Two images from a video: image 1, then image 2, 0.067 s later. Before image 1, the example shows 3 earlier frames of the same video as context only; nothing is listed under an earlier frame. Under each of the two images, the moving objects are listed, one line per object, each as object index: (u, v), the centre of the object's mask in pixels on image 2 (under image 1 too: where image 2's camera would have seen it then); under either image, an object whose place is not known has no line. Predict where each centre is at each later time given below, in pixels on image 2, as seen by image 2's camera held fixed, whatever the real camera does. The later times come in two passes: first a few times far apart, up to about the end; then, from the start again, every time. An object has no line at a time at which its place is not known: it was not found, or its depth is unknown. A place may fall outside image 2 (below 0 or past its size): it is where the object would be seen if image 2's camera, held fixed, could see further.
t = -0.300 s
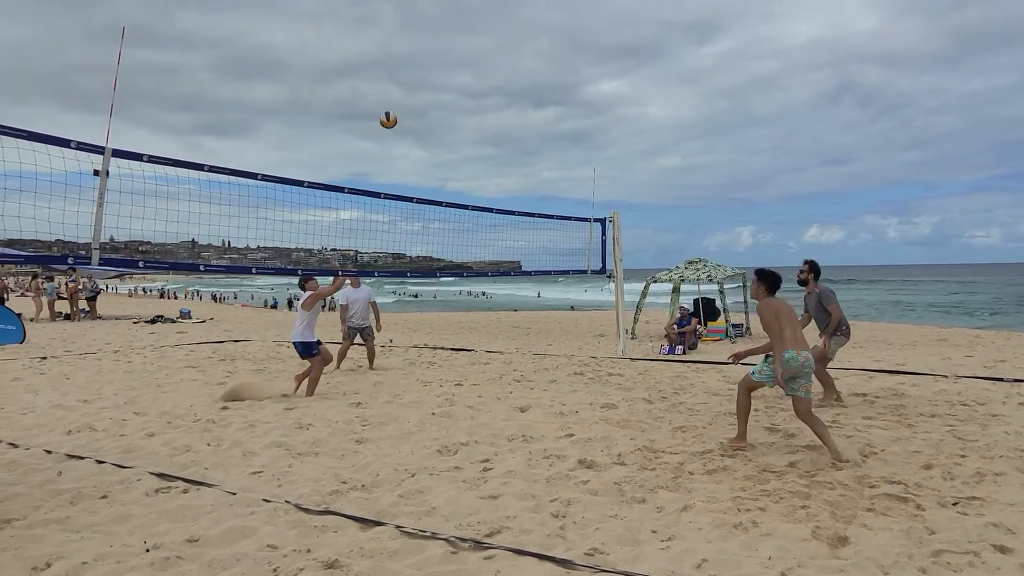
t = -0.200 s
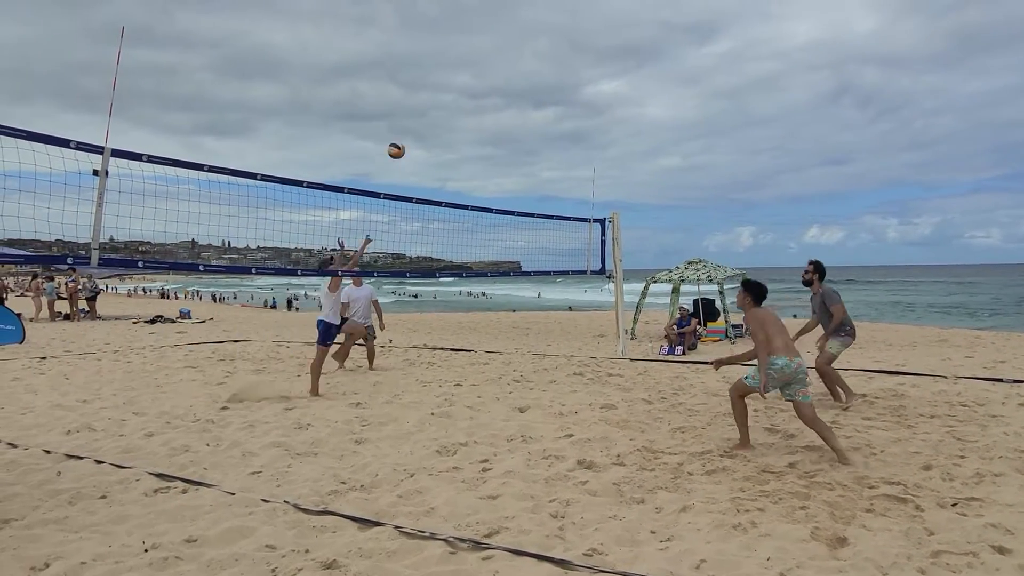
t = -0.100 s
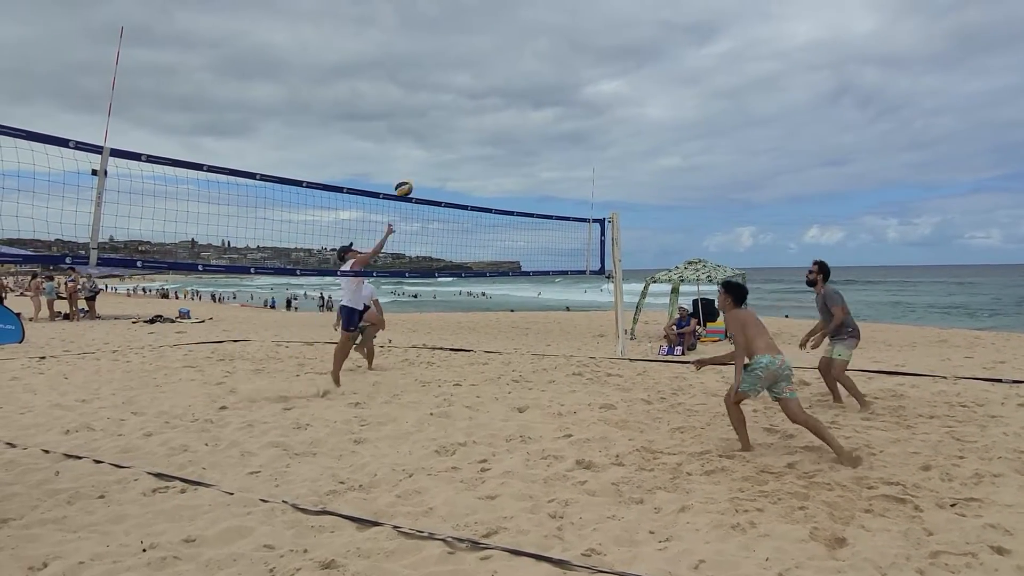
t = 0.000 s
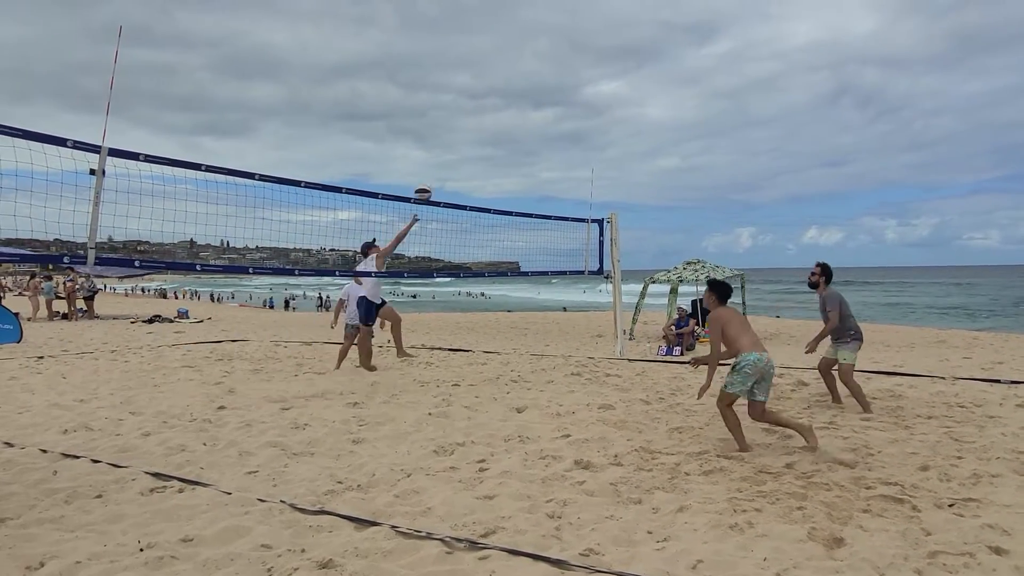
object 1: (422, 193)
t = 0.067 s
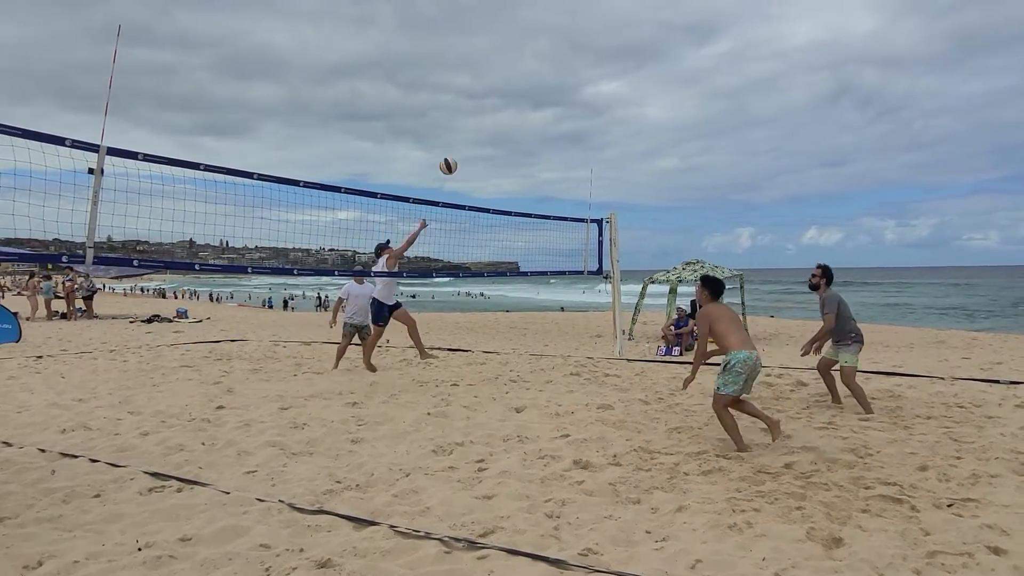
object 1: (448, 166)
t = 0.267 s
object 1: (525, 108)
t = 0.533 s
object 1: (621, 80)
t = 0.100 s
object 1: (461, 154)
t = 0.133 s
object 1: (474, 143)
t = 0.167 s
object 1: (487, 132)
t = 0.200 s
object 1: (500, 123)
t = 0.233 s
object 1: (512, 115)
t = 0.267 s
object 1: (525, 108)
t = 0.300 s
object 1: (538, 101)
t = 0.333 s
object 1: (550, 96)
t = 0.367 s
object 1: (561, 91)
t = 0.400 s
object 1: (574, 86)
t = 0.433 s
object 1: (586, 83)
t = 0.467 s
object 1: (598, 81)
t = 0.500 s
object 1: (609, 80)
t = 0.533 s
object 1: (621, 80)
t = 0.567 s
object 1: (632, 81)
